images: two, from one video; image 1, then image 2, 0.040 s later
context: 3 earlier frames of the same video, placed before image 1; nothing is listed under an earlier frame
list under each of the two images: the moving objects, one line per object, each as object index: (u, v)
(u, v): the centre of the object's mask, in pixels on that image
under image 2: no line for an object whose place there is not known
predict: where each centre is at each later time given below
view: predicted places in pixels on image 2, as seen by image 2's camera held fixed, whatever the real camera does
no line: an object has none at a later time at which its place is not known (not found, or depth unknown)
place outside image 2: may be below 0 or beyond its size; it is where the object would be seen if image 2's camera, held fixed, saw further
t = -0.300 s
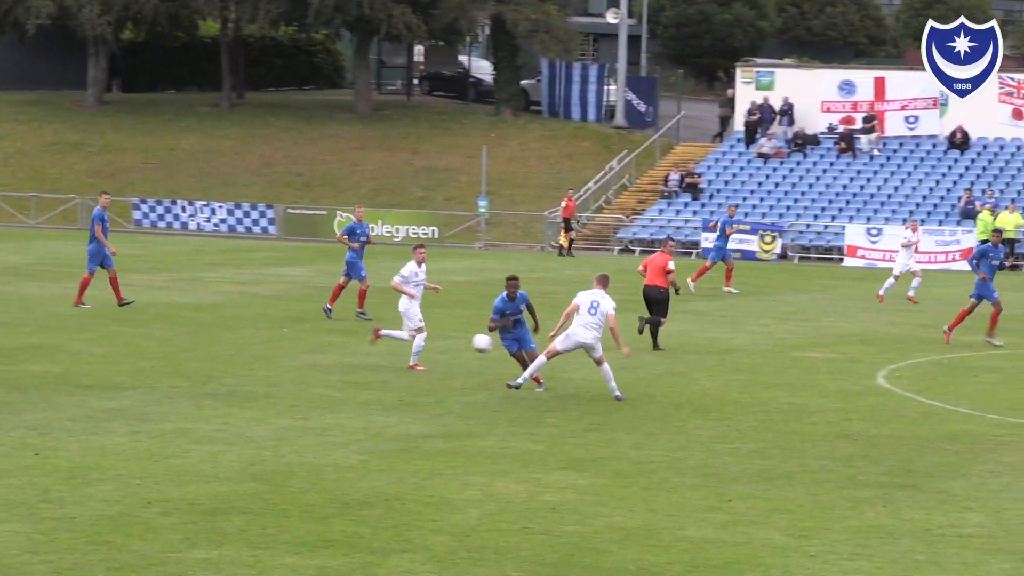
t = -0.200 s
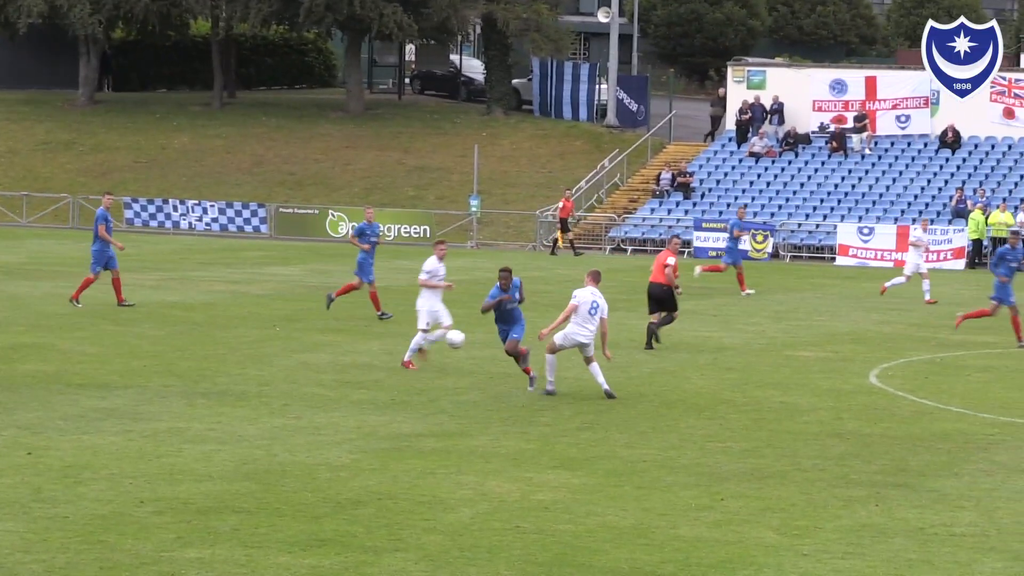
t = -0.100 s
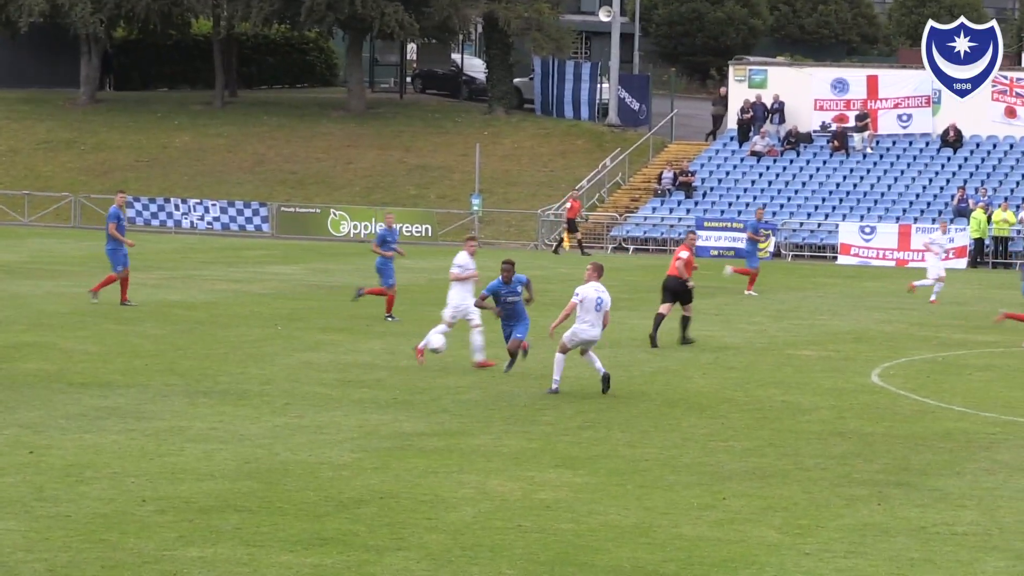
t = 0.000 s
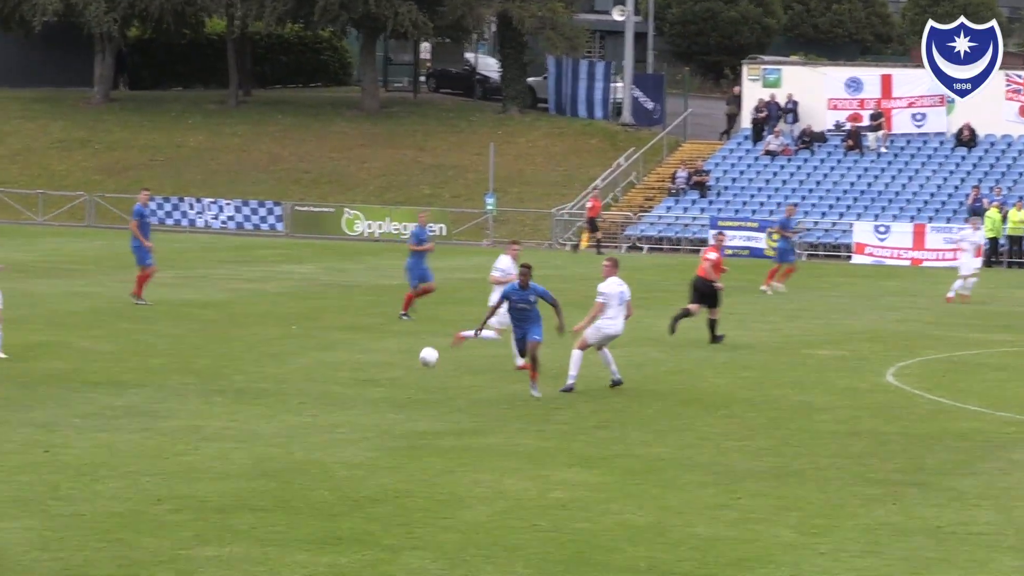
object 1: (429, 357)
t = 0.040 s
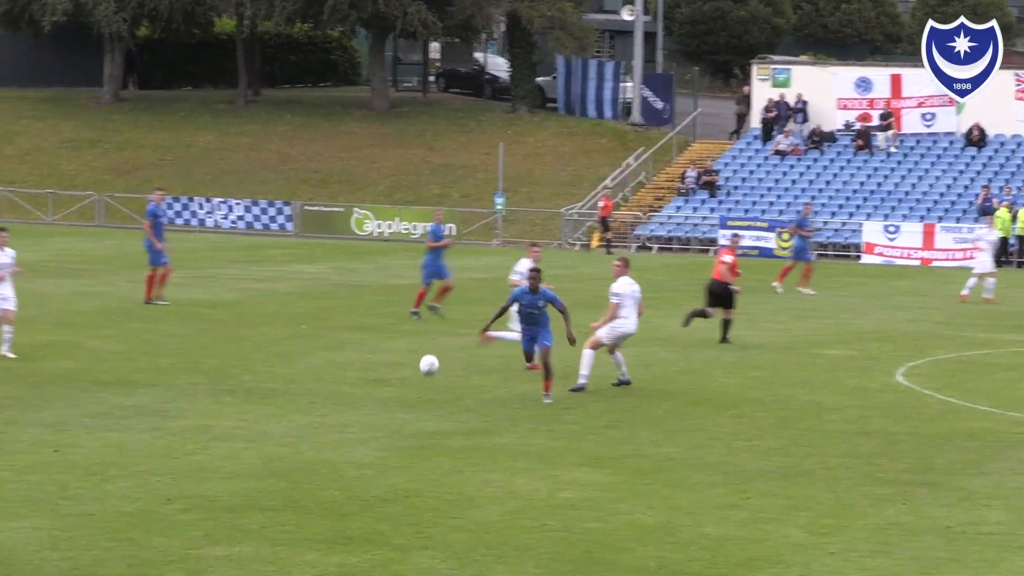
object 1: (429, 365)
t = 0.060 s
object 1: (425, 369)
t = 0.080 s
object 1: (421, 375)
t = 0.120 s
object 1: (413, 387)
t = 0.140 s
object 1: (408, 393)
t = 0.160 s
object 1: (403, 401)
